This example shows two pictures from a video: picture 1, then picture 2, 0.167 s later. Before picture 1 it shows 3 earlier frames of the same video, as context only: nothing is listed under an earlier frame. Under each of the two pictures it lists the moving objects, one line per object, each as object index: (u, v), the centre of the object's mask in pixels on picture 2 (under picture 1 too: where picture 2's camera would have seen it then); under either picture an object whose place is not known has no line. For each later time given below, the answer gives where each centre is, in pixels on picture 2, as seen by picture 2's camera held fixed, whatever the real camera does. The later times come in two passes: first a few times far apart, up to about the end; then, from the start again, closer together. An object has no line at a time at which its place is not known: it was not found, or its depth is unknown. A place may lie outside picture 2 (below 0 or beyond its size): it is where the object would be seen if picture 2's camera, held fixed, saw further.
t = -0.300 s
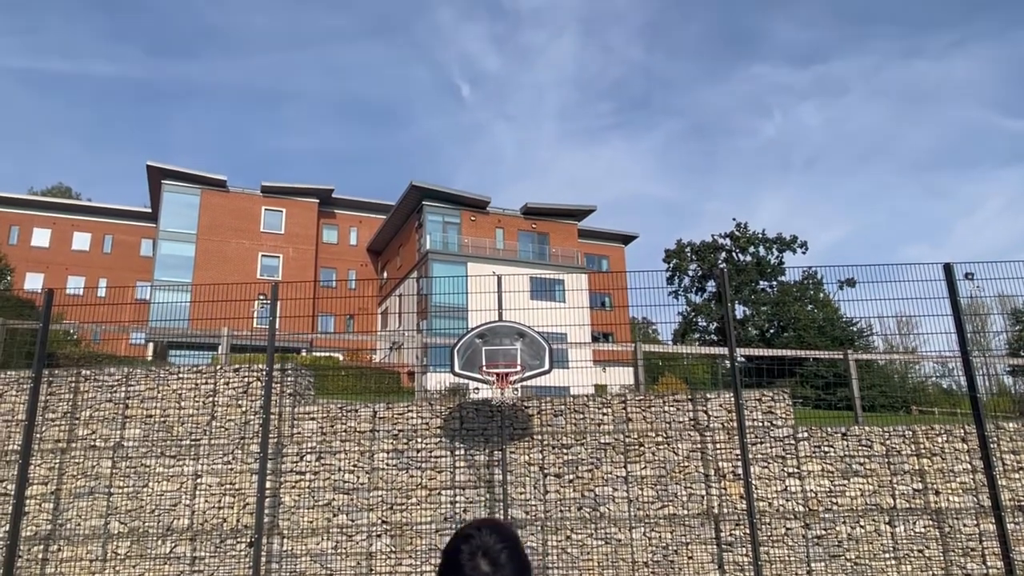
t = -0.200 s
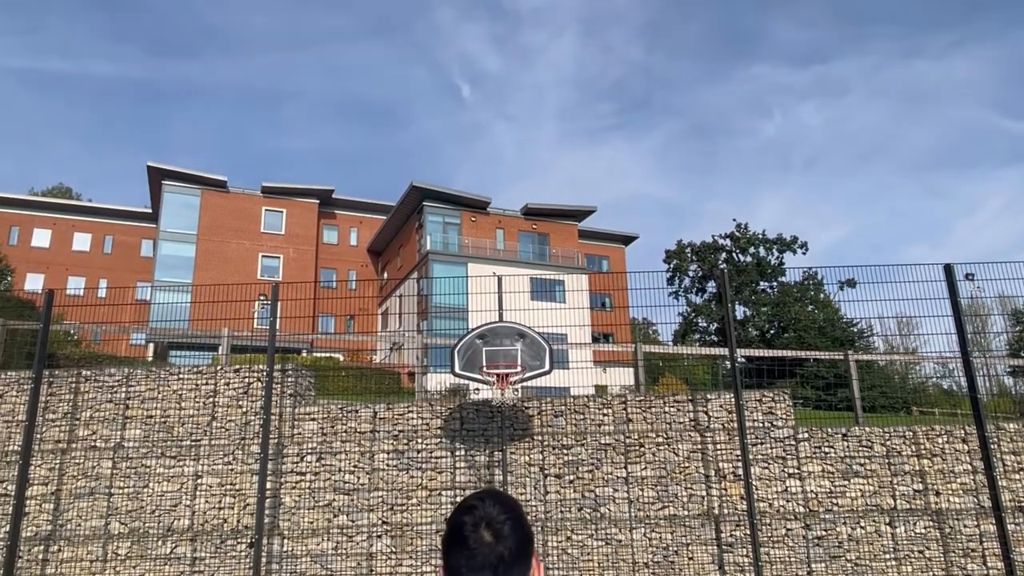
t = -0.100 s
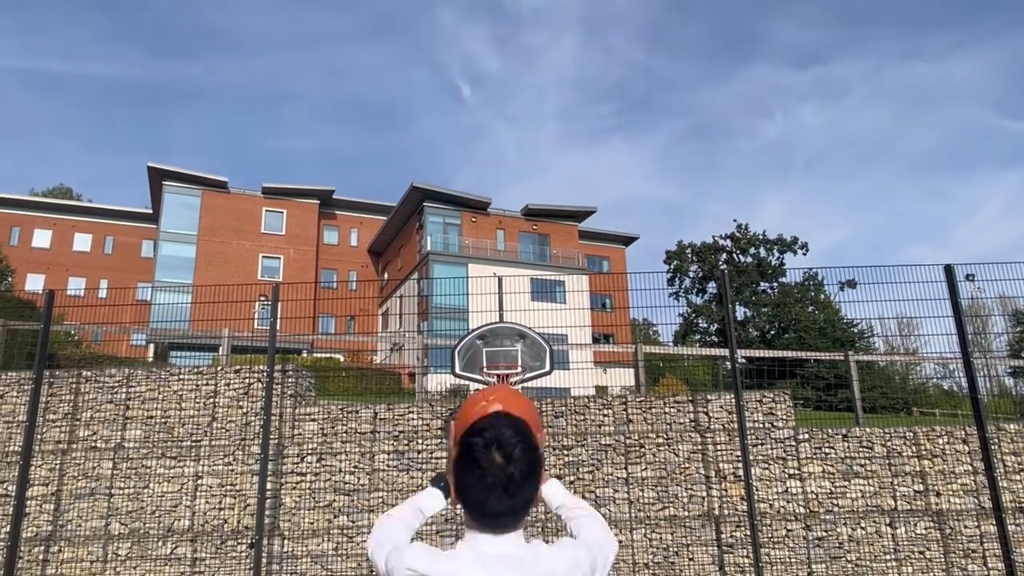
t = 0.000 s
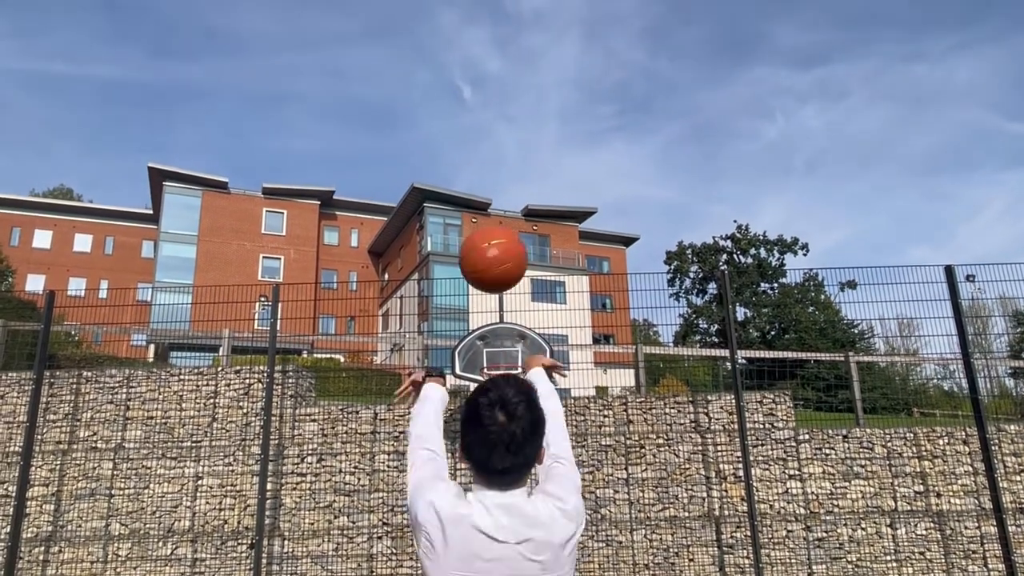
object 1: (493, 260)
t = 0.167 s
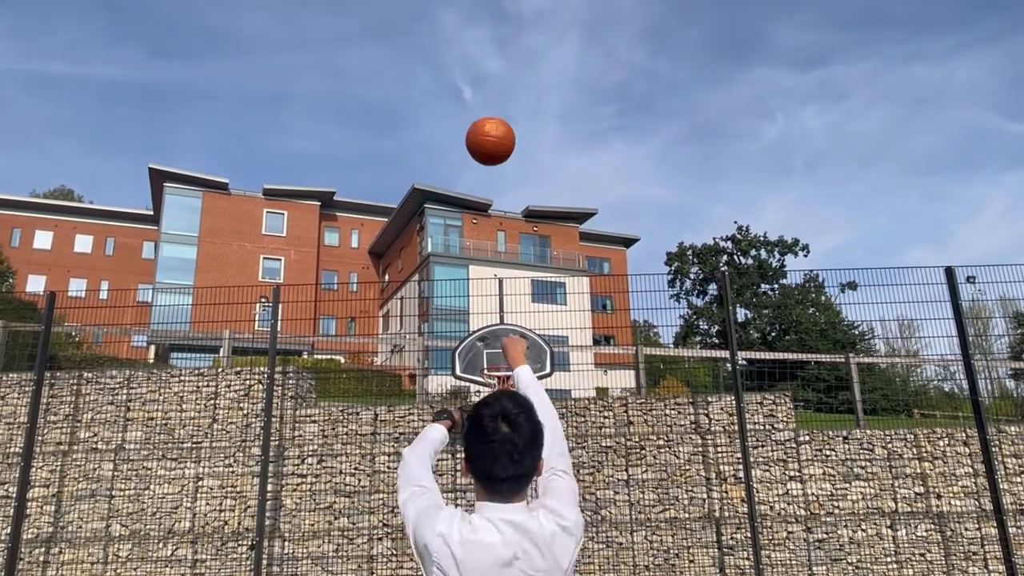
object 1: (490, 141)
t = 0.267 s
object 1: (490, 117)
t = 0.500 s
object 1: (493, 129)
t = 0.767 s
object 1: (497, 203)
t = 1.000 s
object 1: (501, 303)
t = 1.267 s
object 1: (506, 302)
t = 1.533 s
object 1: (513, 222)
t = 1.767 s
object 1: (522, 202)
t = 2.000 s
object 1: (534, 233)
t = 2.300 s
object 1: (556, 370)
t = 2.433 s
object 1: (569, 480)
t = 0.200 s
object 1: (490, 130)
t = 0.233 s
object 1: (490, 123)
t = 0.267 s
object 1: (490, 117)
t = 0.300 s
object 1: (491, 114)
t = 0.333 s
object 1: (491, 113)
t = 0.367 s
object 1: (491, 114)
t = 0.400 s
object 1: (492, 116)
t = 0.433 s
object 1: (492, 119)
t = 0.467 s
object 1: (492, 123)
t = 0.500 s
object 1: (493, 129)
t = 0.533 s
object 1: (493, 135)
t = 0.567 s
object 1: (494, 143)
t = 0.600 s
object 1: (494, 151)
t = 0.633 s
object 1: (495, 160)
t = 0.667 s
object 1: (495, 170)
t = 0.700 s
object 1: (496, 180)
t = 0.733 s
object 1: (496, 192)
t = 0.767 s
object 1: (497, 203)
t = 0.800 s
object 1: (498, 216)
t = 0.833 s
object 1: (498, 229)
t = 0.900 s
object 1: (499, 257)
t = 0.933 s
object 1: (500, 272)
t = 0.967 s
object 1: (500, 287)
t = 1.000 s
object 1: (501, 303)
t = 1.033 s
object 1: (501, 319)
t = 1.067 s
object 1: (503, 336)
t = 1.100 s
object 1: (502, 356)
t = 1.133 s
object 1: (503, 365)
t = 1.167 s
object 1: (504, 350)
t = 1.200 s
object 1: (504, 333)
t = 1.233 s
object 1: (505, 316)
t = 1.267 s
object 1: (506, 302)
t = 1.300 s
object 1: (507, 289)
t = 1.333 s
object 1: (507, 277)
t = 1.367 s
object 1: (507, 265)
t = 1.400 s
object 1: (508, 255)
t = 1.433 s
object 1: (510, 246)
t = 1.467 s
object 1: (510, 237)
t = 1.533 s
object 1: (513, 222)
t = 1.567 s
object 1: (514, 217)
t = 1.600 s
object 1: (515, 212)
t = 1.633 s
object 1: (516, 208)
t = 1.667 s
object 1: (518, 206)
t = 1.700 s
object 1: (519, 203)
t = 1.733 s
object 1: (521, 202)
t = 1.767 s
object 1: (522, 202)
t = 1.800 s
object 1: (523, 203)
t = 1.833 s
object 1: (525, 205)
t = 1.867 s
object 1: (527, 209)
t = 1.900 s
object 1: (529, 213)
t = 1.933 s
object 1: (530, 218)
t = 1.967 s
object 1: (532, 225)
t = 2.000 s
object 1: (534, 233)
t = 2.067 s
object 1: (538, 253)
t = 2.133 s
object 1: (543, 278)
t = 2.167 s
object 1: (545, 293)
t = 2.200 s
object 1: (548, 310)
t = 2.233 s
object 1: (550, 327)
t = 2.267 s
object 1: (553, 348)
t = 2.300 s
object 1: (556, 370)
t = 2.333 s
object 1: (559, 393)
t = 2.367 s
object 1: (562, 420)
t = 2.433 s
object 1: (569, 480)
